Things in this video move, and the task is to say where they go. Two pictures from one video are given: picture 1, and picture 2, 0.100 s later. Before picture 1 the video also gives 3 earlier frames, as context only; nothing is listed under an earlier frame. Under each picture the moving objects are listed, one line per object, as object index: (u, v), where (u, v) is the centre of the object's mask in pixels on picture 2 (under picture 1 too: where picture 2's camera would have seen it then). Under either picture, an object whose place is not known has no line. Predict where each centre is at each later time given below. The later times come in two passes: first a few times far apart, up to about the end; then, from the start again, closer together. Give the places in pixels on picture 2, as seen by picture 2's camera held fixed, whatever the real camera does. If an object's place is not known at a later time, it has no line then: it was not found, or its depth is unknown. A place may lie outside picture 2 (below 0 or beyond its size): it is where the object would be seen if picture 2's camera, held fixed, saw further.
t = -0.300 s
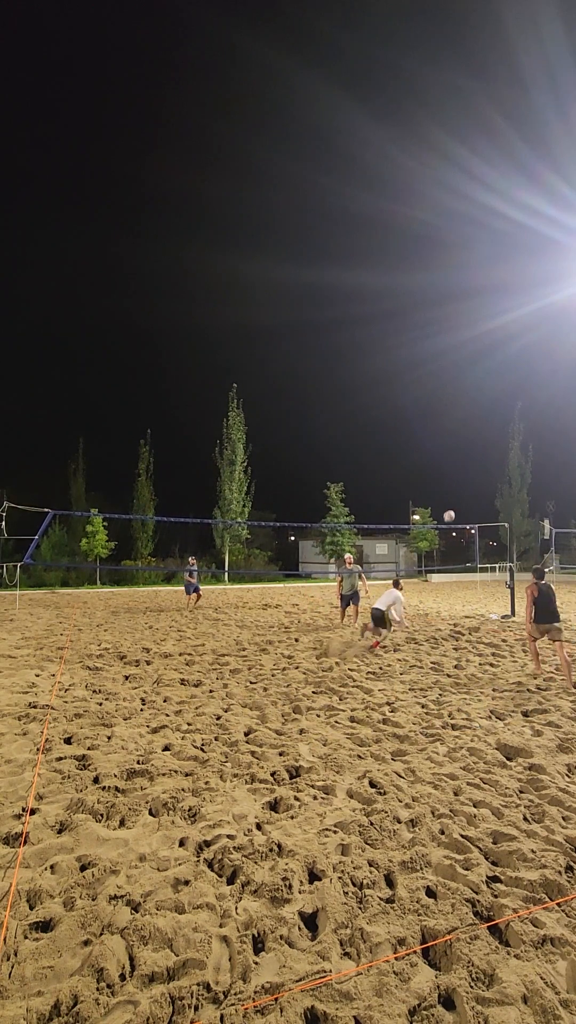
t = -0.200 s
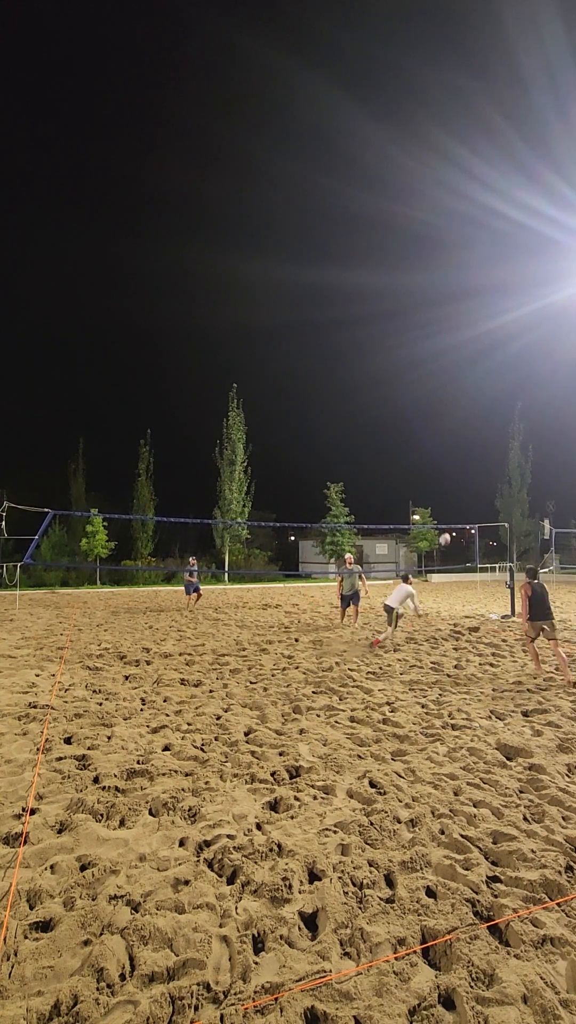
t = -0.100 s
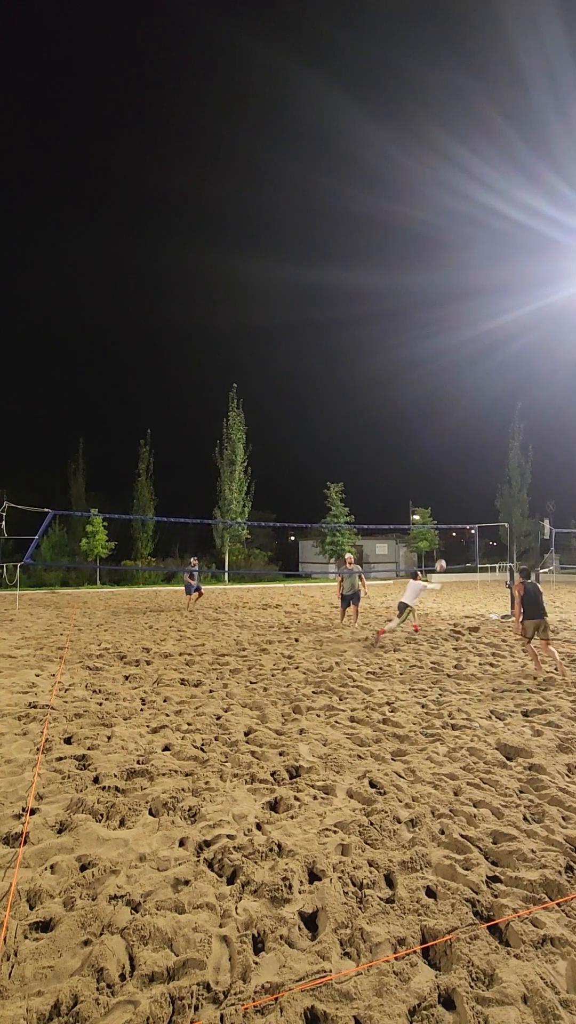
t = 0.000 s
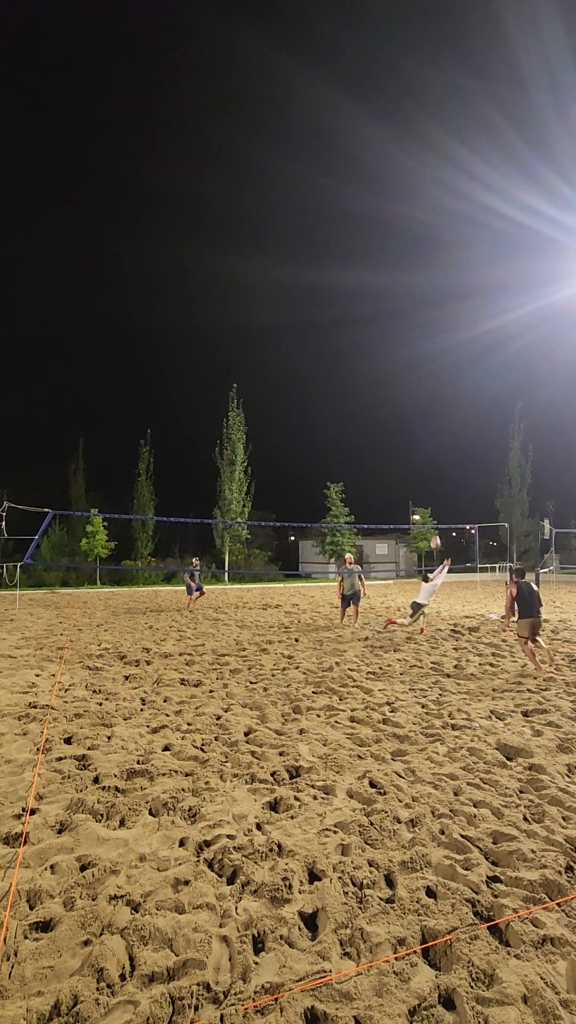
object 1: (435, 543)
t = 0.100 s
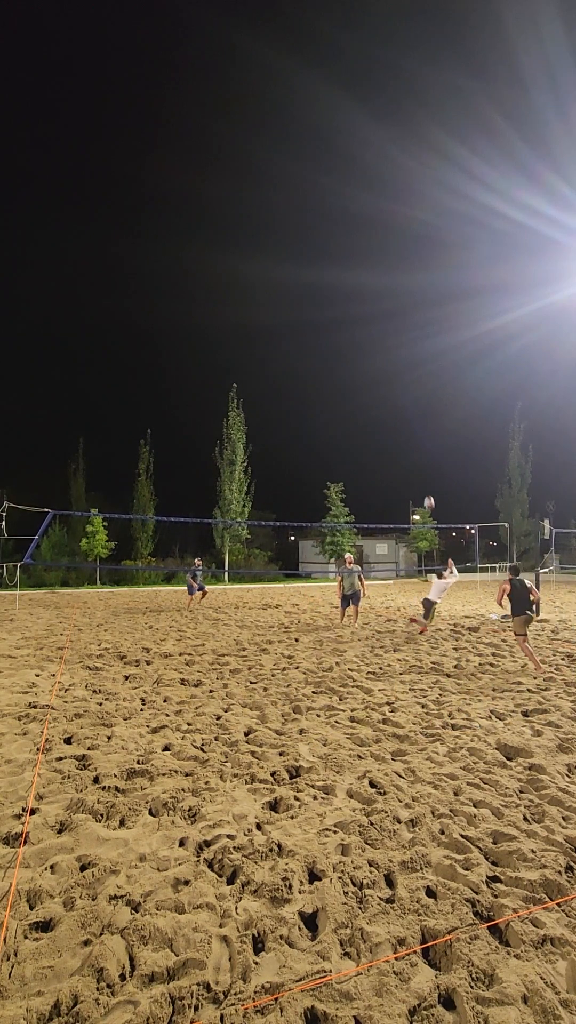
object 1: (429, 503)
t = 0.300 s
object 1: (416, 440)
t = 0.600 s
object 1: (398, 385)
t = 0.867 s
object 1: (382, 370)
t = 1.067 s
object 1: (371, 379)
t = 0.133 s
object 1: (427, 491)
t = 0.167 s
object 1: (425, 480)
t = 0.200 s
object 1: (423, 469)
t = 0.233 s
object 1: (420, 459)
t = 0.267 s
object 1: (419, 449)
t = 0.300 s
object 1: (416, 440)
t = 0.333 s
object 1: (414, 432)
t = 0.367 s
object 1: (412, 424)
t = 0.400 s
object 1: (410, 417)
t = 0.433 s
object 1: (408, 410)
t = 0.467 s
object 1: (406, 404)
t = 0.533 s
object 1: (402, 394)
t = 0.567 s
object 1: (400, 389)
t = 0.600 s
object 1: (398, 385)
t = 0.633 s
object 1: (396, 381)
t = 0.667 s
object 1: (394, 378)
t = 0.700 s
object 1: (392, 376)
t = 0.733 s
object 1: (390, 374)
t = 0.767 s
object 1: (388, 372)
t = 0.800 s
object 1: (386, 371)
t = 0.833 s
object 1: (384, 370)
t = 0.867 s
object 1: (382, 370)
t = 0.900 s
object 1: (380, 370)
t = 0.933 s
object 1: (378, 371)
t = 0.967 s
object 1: (376, 372)
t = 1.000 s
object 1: (374, 374)
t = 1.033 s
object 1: (373, 376)
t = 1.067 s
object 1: (371, 379)
